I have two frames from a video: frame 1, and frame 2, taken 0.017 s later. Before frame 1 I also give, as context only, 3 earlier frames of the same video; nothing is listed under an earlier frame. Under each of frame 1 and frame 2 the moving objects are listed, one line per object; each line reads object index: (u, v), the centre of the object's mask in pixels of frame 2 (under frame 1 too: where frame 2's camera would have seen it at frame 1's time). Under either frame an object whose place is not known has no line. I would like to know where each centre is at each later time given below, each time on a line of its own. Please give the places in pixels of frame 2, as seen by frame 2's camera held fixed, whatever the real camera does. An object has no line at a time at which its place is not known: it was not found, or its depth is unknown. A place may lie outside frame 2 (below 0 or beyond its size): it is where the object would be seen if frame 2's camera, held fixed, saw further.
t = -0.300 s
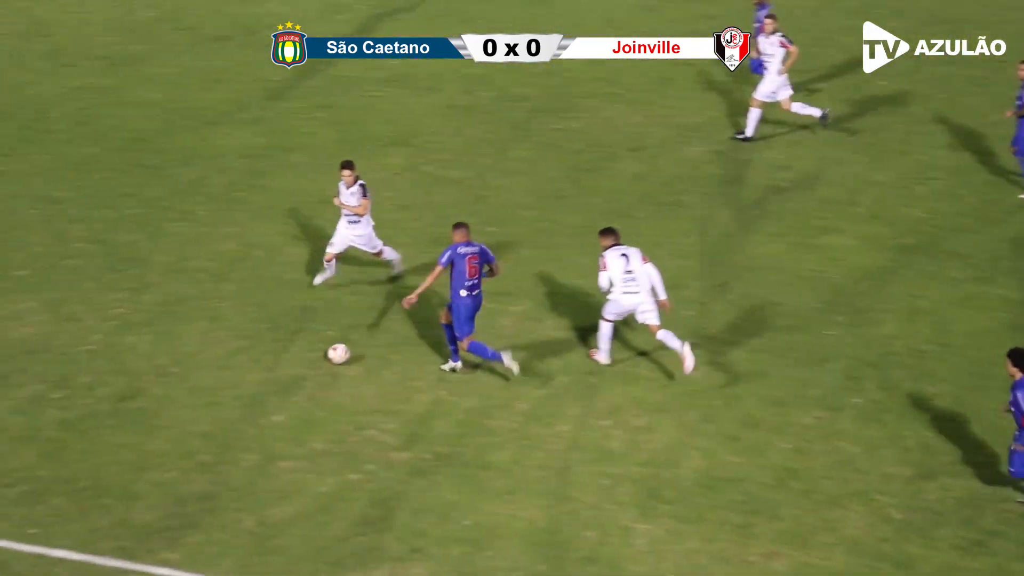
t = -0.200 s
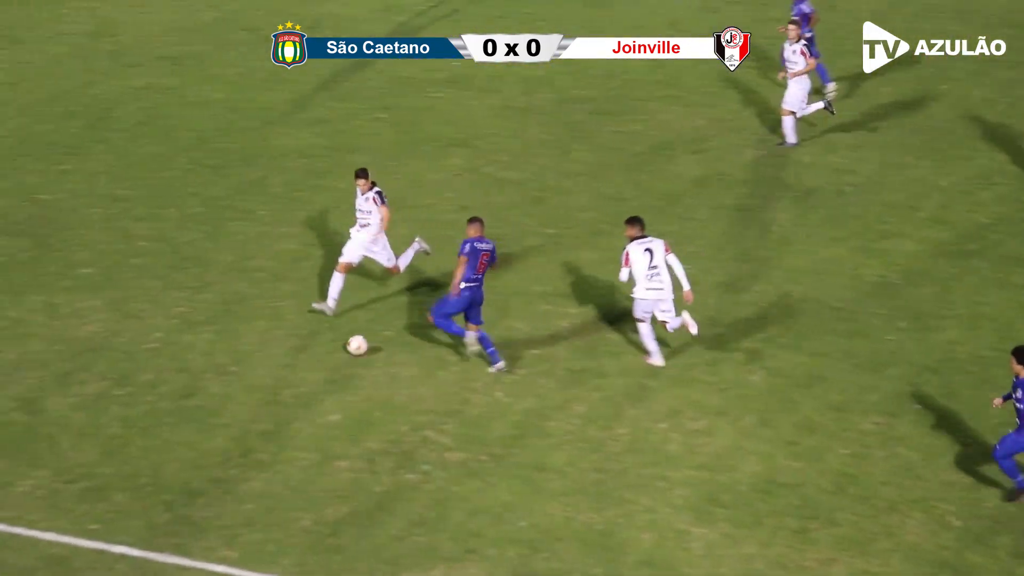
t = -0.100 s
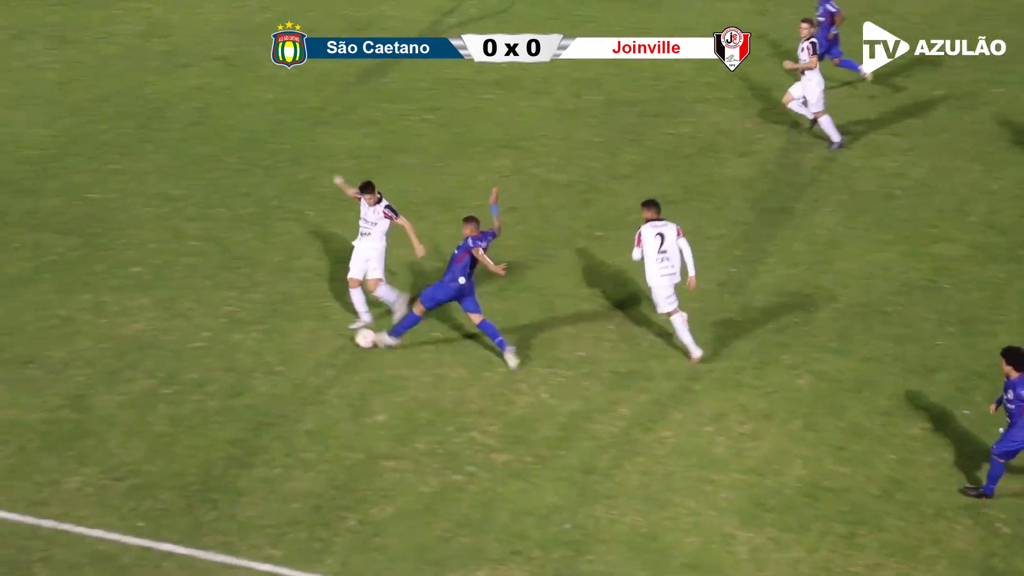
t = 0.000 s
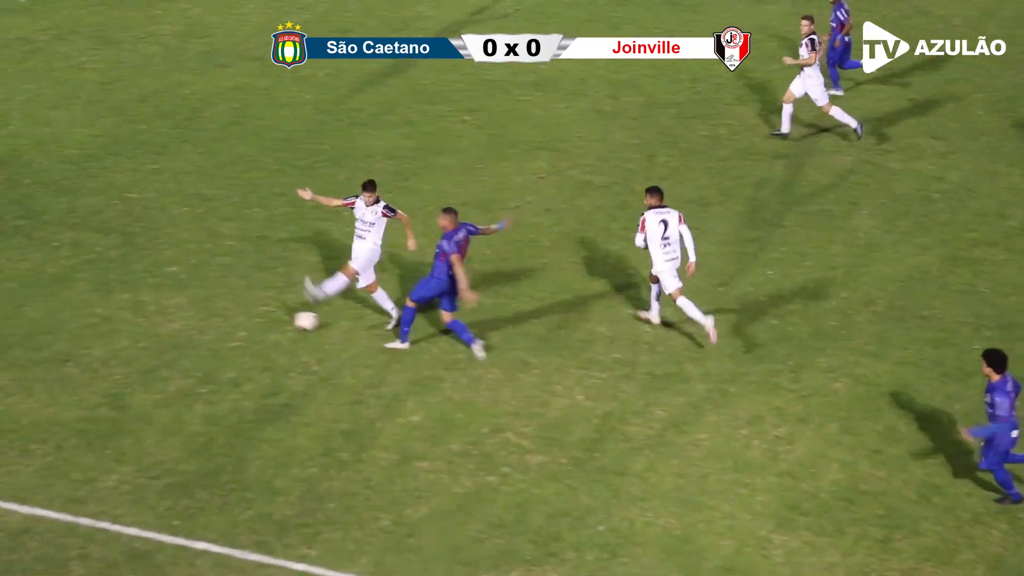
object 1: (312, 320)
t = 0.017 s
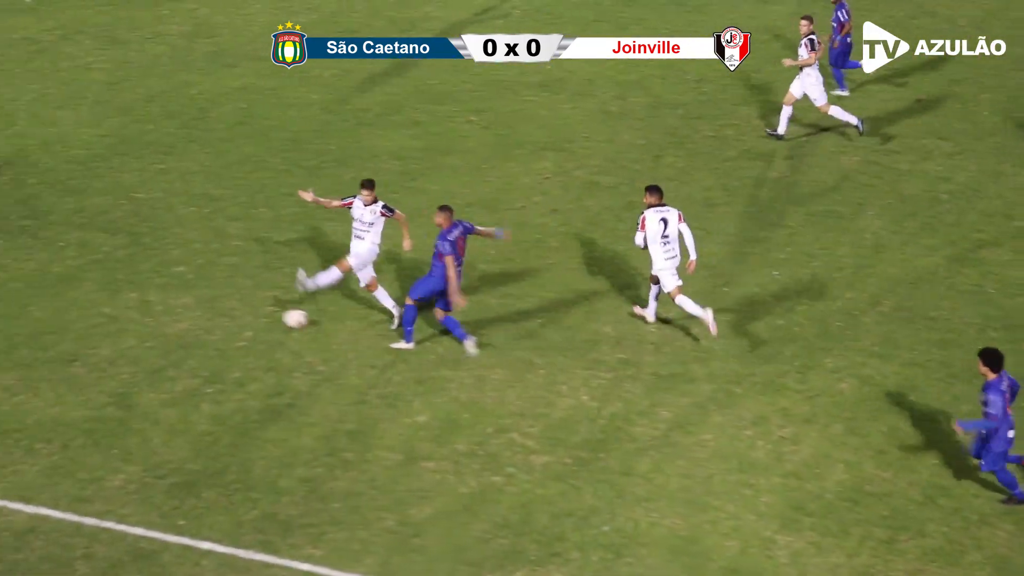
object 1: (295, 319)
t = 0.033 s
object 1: (281, 316)
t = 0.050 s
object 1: (266, 313)
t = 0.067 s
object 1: (253, 310)
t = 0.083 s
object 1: (239, 306)
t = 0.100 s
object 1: (226, 303)
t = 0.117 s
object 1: (212, 301)
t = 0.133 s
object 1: (199, 298)
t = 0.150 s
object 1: (186, 296)
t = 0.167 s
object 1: (173, 293)
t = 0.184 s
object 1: (159, 291)
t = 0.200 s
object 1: (147, 289)
